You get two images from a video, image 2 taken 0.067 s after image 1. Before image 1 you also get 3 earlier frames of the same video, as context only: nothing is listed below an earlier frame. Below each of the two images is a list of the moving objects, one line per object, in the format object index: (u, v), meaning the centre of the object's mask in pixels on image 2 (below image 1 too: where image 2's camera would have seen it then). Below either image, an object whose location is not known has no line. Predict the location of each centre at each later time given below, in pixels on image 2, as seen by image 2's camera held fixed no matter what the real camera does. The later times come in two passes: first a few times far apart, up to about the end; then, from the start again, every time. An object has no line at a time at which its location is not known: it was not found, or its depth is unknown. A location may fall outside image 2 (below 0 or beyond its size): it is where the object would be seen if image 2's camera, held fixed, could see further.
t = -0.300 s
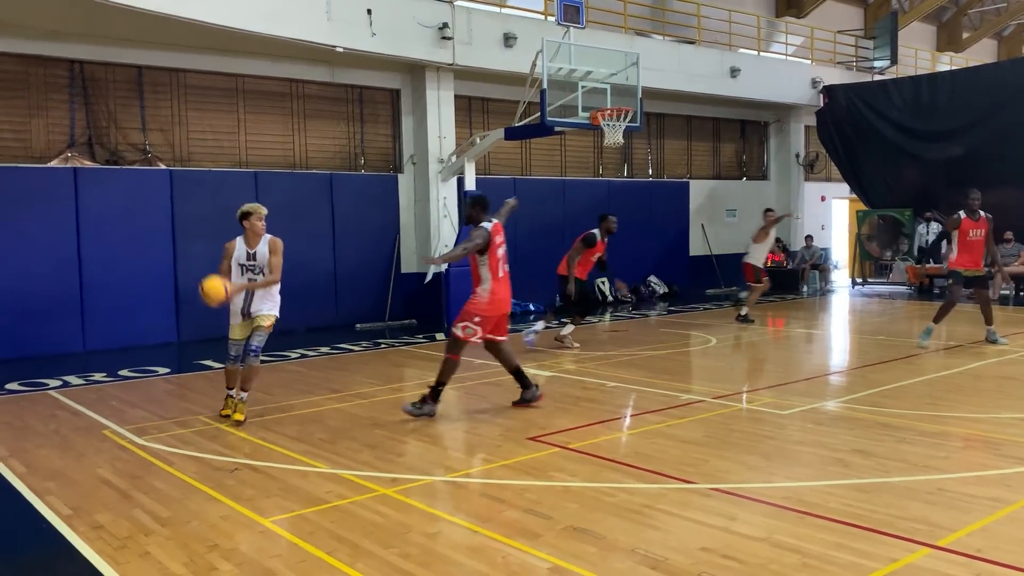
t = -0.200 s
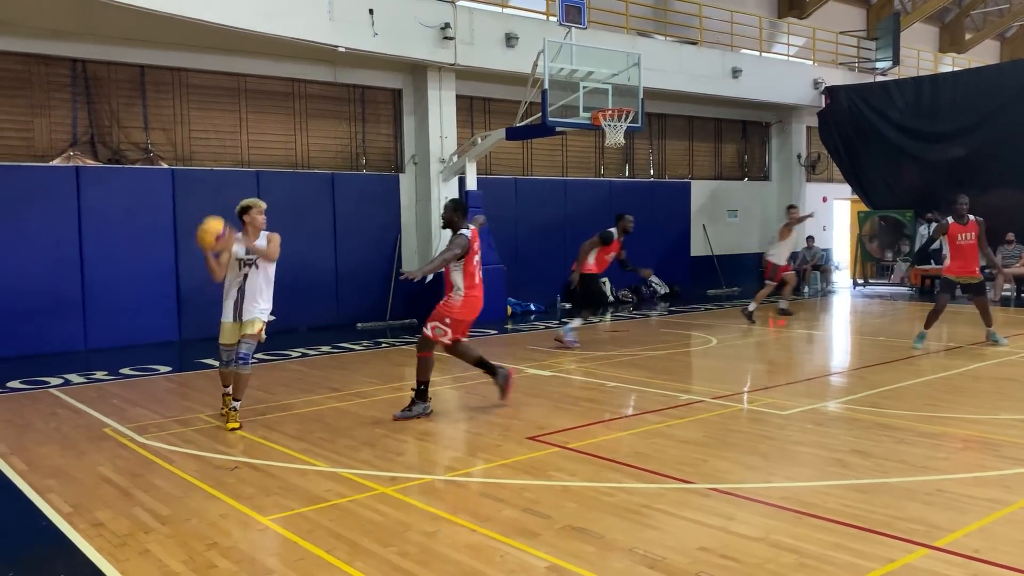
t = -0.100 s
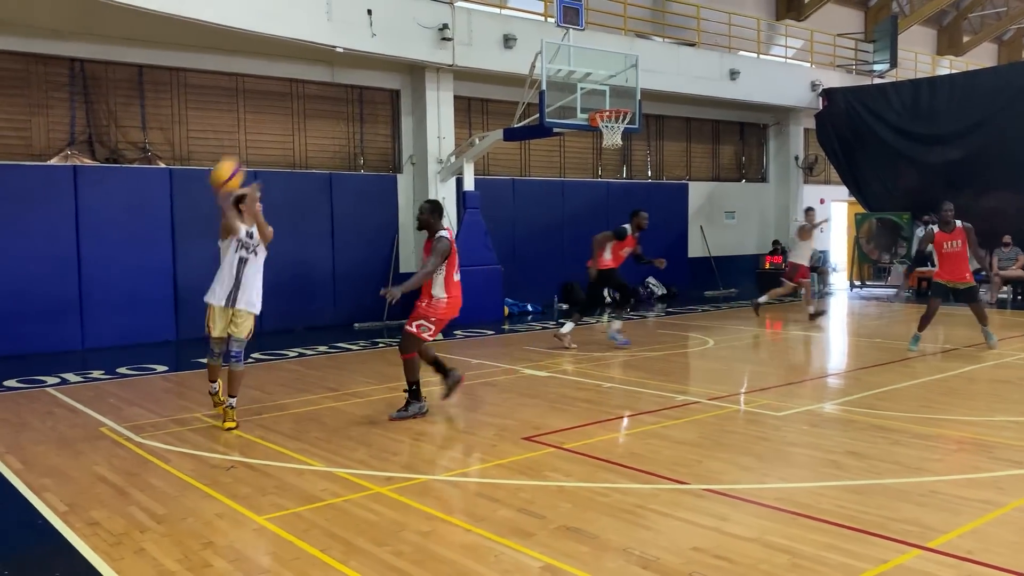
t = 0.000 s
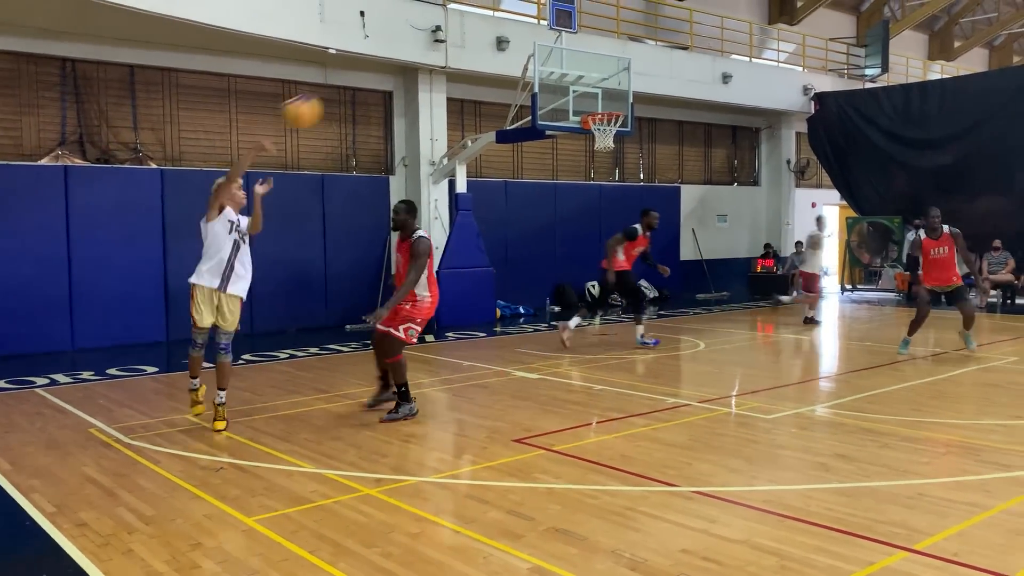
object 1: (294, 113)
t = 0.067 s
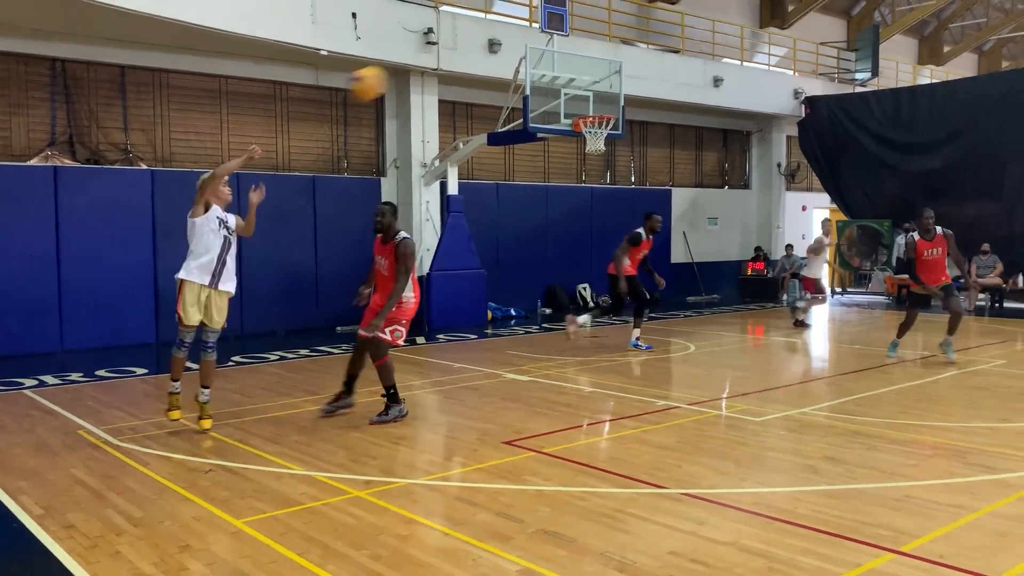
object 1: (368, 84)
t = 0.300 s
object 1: (633, 25)
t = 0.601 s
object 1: (991, 45)
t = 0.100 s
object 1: (405, 72)
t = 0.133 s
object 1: (443, 59)
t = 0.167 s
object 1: (482, 49)
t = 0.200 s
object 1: (518, 41)
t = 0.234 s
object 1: (555, 33)
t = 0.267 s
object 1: (595, 28)
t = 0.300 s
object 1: (633, 25)
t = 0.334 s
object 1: (671, 20)
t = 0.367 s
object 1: (711, 18)
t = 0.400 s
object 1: (751, 17)
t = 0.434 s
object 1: (788, 17)
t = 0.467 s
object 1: (830, 19)
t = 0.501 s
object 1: (867, 24)
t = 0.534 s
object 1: (908, 29)
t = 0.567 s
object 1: (950, 35)
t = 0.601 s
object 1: (991, 45)
